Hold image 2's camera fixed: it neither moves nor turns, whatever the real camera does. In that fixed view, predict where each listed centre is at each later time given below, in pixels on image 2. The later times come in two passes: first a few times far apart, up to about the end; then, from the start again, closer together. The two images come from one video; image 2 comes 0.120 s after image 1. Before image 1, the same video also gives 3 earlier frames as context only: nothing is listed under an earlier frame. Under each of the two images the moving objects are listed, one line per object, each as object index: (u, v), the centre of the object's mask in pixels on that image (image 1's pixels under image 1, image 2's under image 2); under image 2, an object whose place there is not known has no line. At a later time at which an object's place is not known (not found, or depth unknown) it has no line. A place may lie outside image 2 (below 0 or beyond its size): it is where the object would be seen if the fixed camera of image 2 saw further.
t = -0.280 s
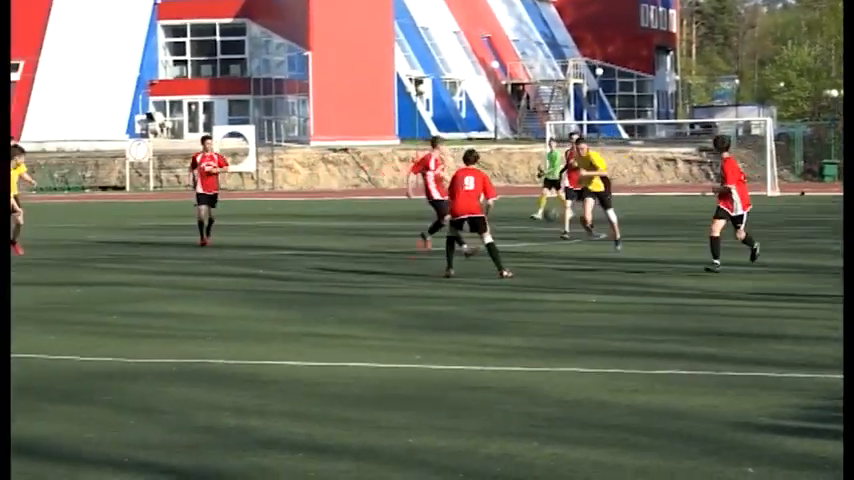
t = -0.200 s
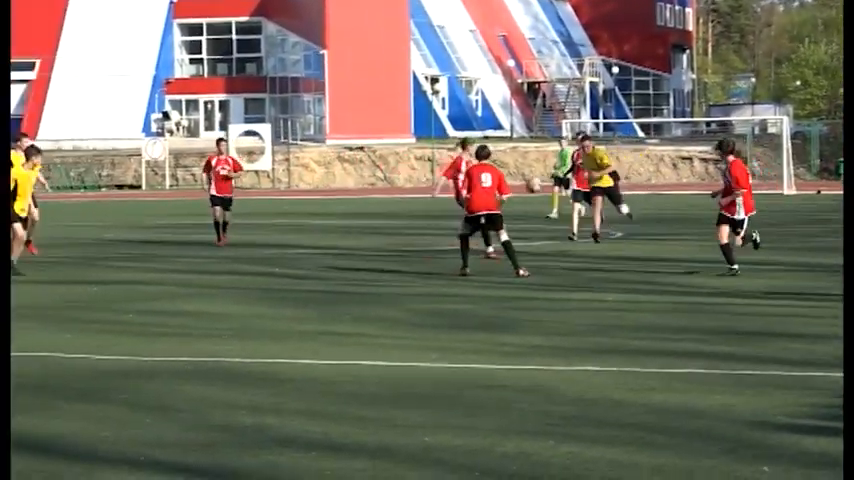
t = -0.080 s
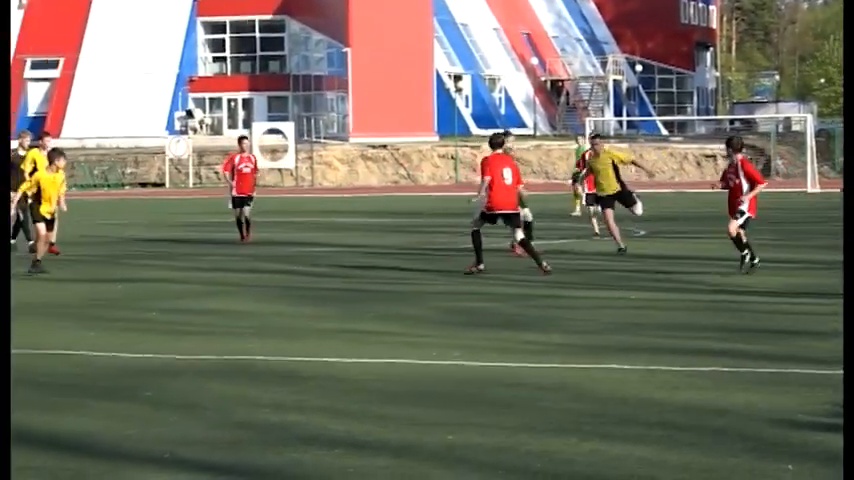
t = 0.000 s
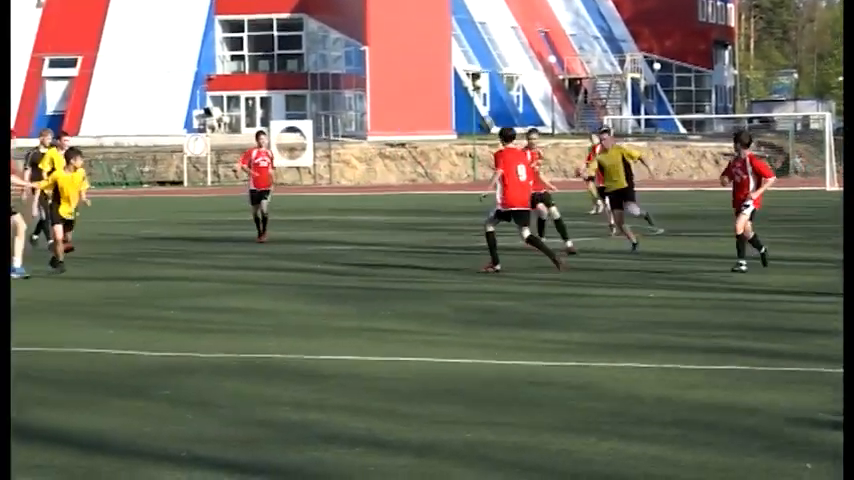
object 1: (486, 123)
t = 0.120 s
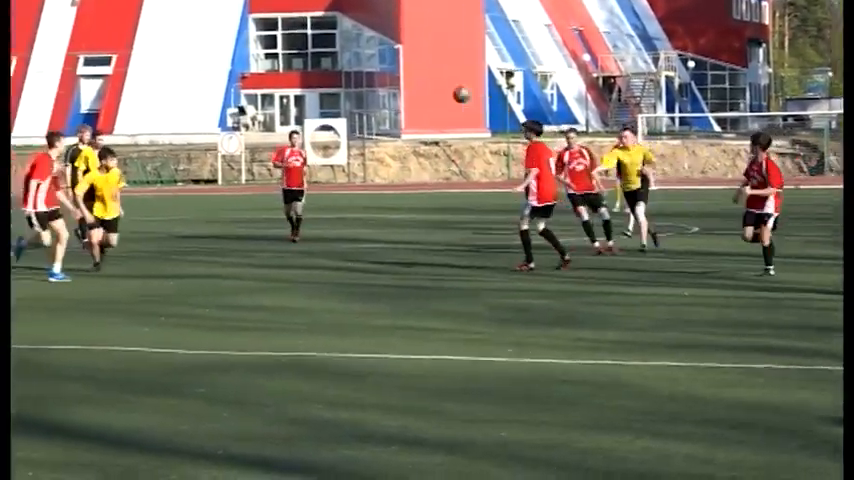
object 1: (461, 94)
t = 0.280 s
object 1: (380, 69)
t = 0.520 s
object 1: (236, 60)
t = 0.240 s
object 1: (400, 74)
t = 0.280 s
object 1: (380, 69)
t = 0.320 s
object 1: (357, 64)
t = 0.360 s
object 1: (334, 61)
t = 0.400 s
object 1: (311, 59)
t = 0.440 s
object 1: (286, 59)
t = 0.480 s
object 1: (261, 59)
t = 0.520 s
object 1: (236, 60)
